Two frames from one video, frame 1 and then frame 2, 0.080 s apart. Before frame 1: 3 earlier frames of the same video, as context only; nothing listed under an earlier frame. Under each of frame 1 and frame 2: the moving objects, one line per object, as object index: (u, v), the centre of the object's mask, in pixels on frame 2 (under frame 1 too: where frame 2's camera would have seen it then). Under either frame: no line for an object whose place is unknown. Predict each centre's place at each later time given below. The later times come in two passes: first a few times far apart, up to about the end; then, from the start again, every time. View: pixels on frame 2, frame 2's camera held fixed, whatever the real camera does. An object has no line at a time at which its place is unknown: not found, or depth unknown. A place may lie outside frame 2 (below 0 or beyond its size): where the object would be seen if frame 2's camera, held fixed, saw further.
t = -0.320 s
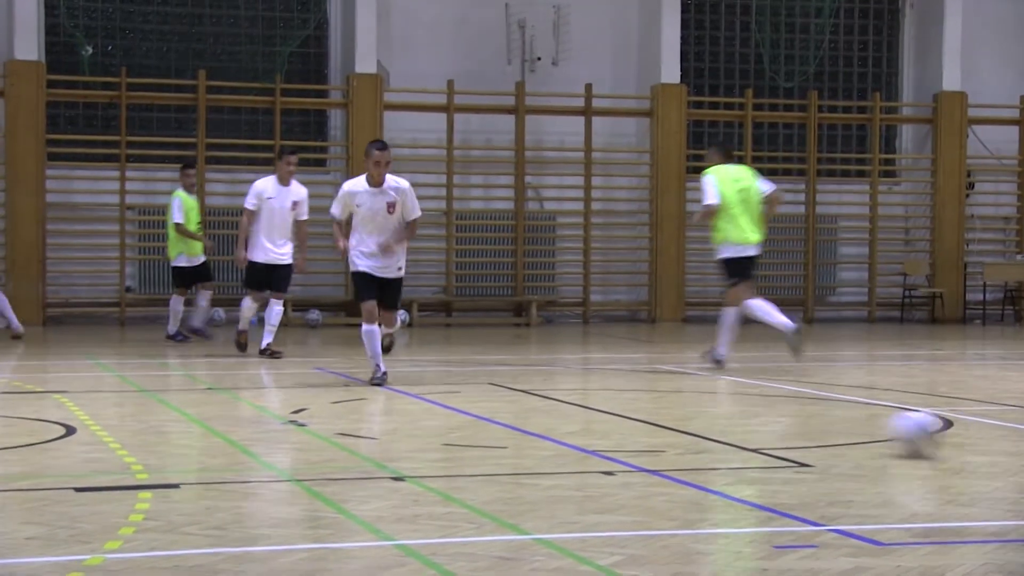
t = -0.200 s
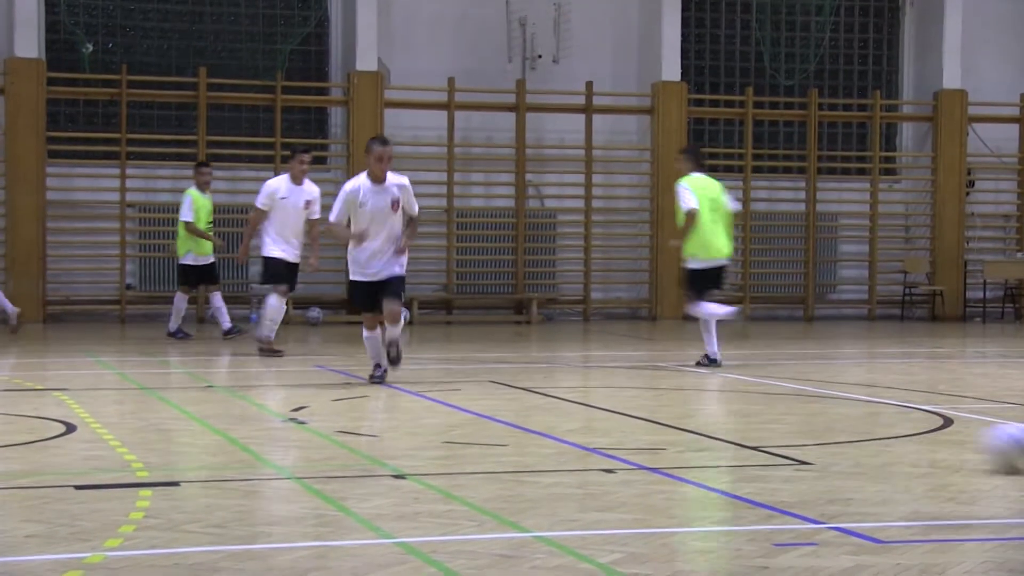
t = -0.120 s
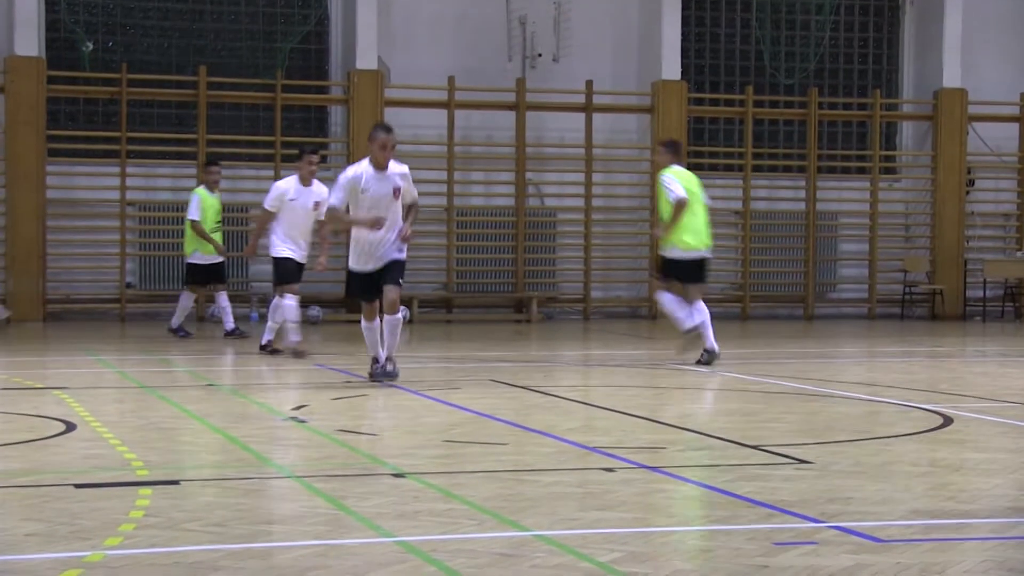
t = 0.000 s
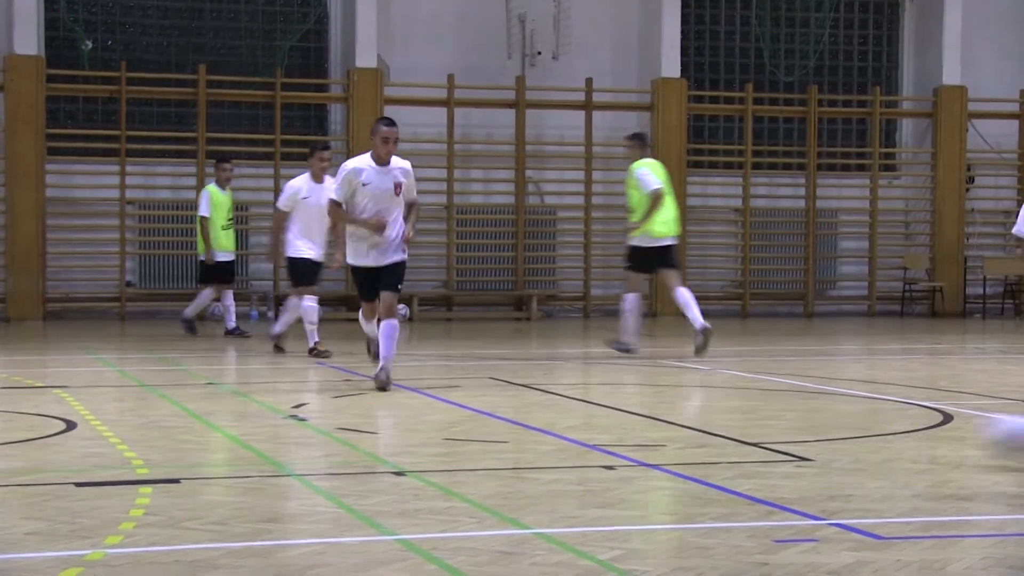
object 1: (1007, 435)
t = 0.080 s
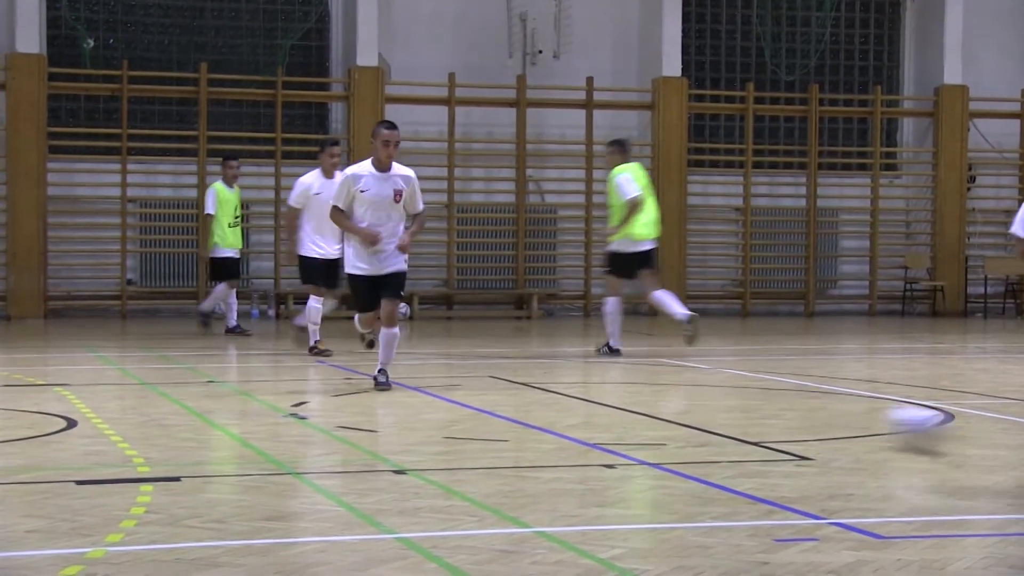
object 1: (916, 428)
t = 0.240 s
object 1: (774, 407)
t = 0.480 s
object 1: (632, 386)
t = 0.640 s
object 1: (565, 377)
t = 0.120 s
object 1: (876, 419)
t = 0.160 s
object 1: (838, 415)
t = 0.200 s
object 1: (806, 412)
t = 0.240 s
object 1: (774, 407)
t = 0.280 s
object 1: (745, 403)
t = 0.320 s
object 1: (719, 399)
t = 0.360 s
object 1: (694, 395)
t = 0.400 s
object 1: (670, 393)
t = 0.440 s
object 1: (649, 389)
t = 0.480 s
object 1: (632, 386)
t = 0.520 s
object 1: (613, 384)
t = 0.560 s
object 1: (596, 382)
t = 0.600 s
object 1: (580, 379)
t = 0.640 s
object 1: (565, 377)
